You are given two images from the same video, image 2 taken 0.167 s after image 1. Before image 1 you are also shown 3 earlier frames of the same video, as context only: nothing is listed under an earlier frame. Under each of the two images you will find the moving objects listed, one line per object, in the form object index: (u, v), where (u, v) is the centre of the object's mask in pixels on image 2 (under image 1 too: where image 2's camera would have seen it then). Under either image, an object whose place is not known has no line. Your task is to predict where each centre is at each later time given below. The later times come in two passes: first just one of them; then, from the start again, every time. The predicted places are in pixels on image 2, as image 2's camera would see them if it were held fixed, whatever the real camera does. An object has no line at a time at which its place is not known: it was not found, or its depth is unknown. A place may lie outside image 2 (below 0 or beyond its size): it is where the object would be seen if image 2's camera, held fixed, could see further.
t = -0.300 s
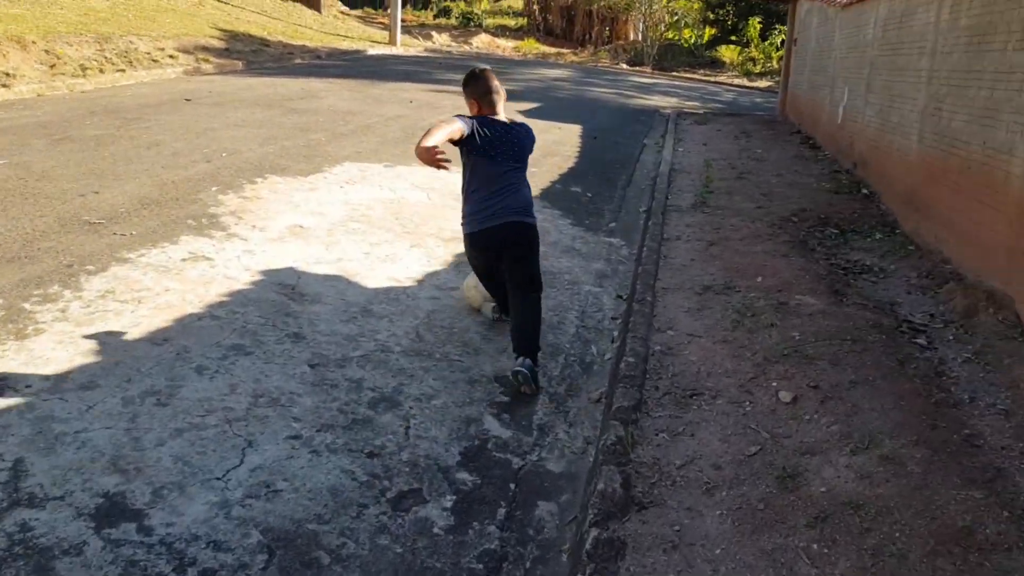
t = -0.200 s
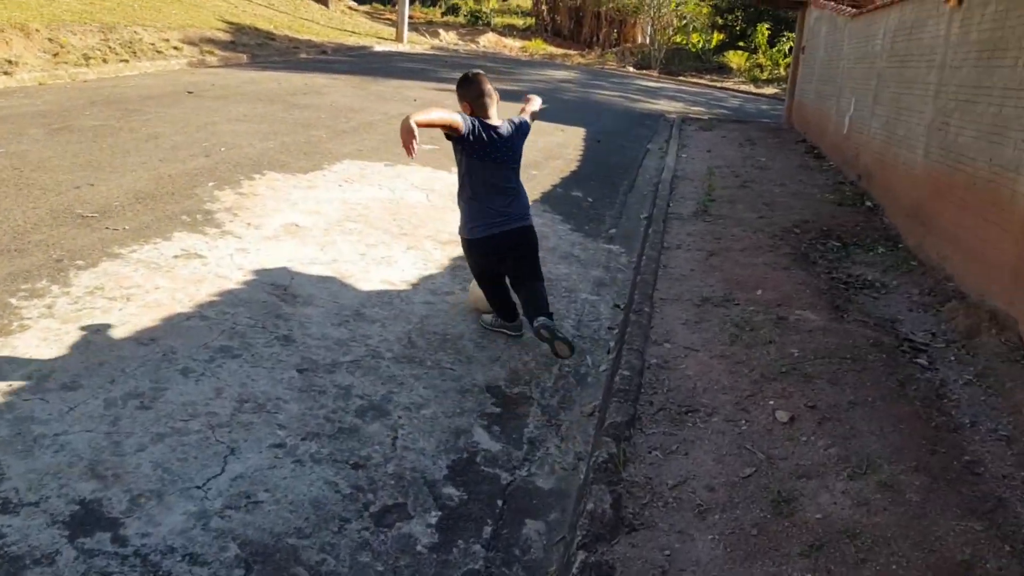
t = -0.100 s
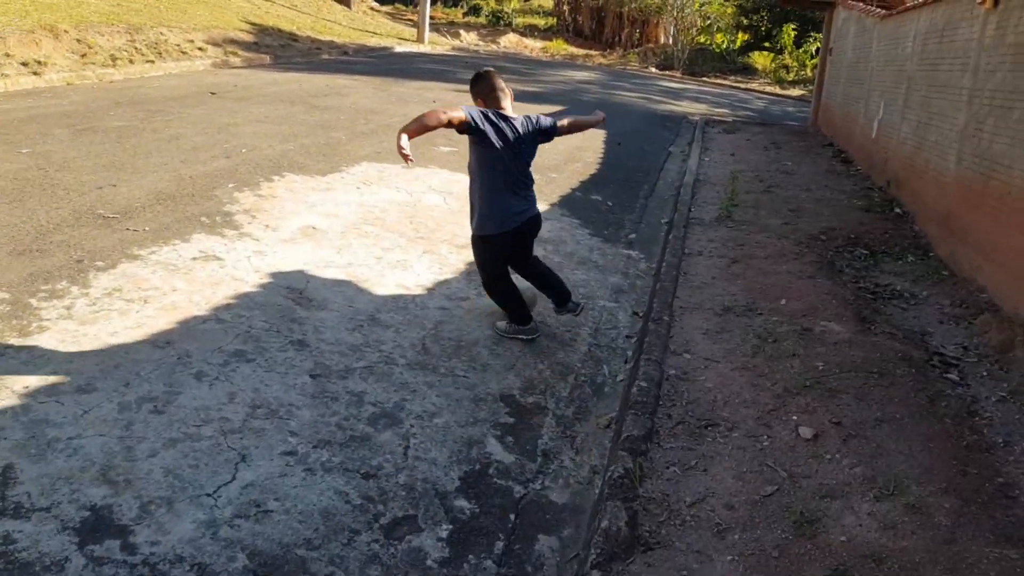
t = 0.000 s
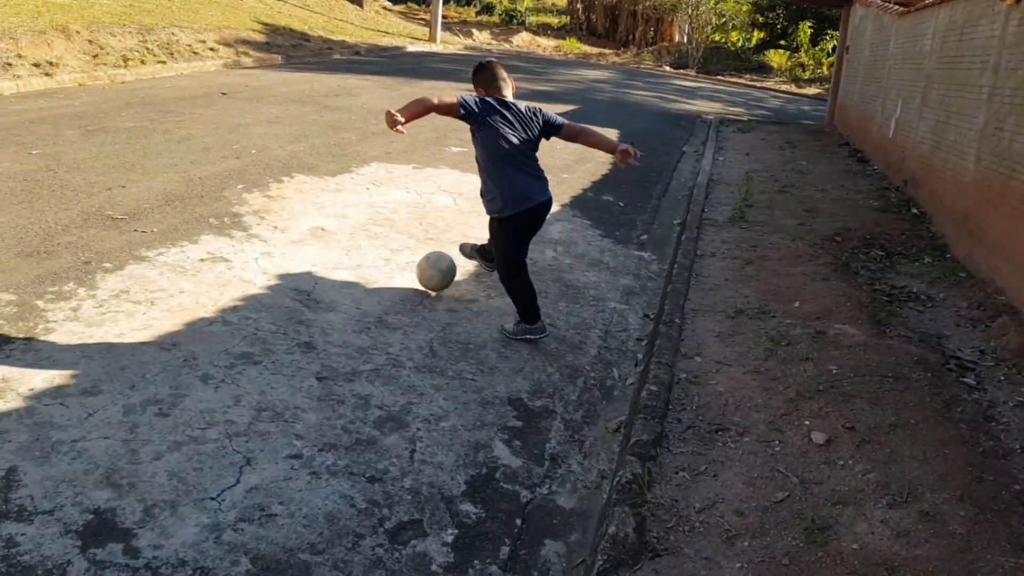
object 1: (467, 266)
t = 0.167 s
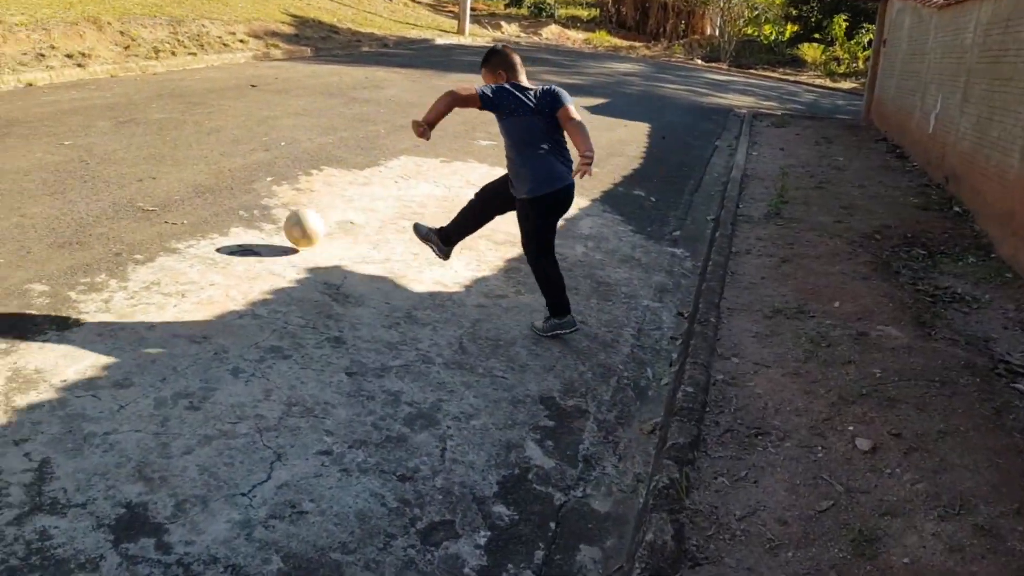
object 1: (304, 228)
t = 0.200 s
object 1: (276, 222)
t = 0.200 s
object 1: (276, 222)
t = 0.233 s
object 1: (250, 219)
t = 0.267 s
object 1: (226, 215)
